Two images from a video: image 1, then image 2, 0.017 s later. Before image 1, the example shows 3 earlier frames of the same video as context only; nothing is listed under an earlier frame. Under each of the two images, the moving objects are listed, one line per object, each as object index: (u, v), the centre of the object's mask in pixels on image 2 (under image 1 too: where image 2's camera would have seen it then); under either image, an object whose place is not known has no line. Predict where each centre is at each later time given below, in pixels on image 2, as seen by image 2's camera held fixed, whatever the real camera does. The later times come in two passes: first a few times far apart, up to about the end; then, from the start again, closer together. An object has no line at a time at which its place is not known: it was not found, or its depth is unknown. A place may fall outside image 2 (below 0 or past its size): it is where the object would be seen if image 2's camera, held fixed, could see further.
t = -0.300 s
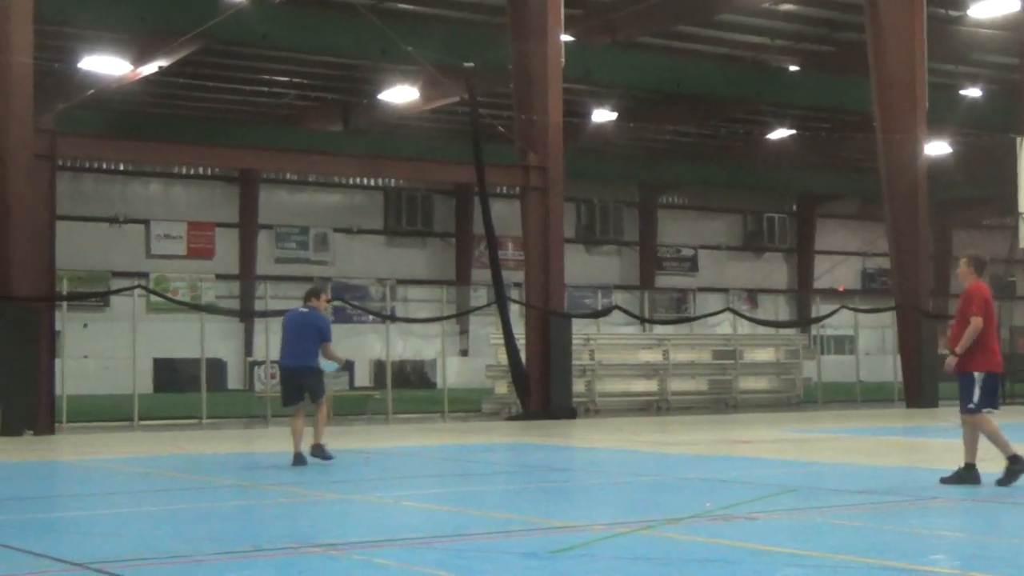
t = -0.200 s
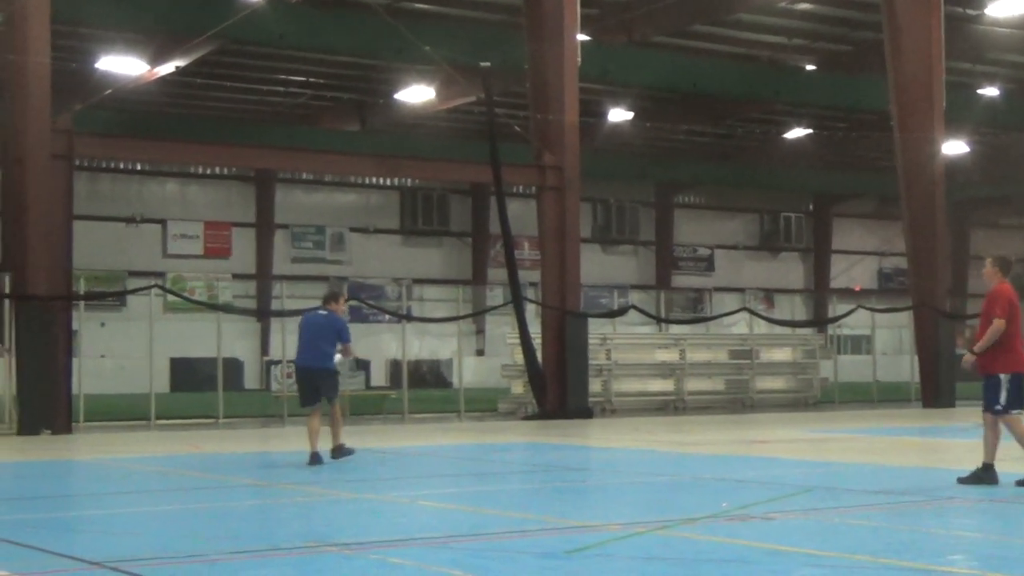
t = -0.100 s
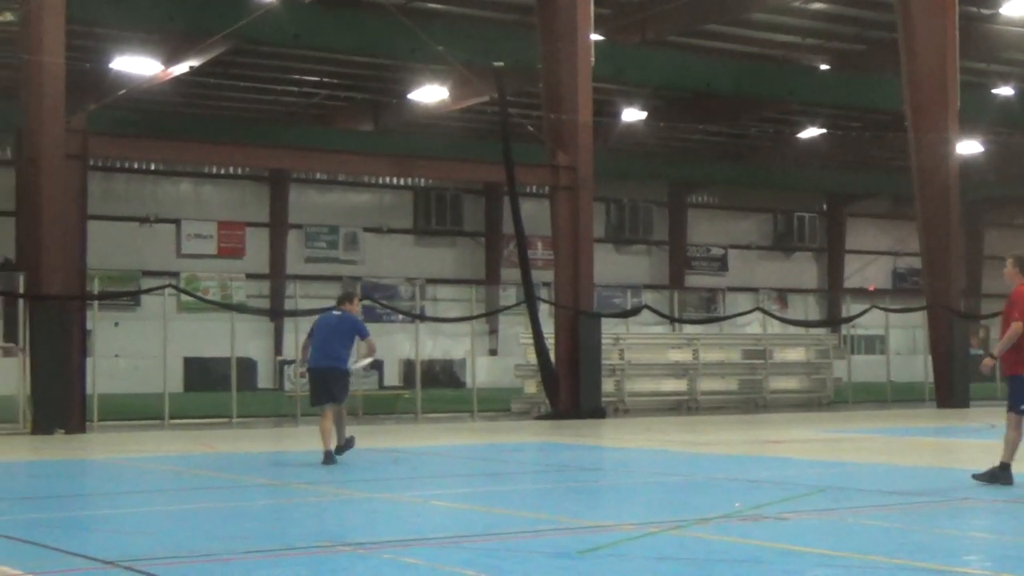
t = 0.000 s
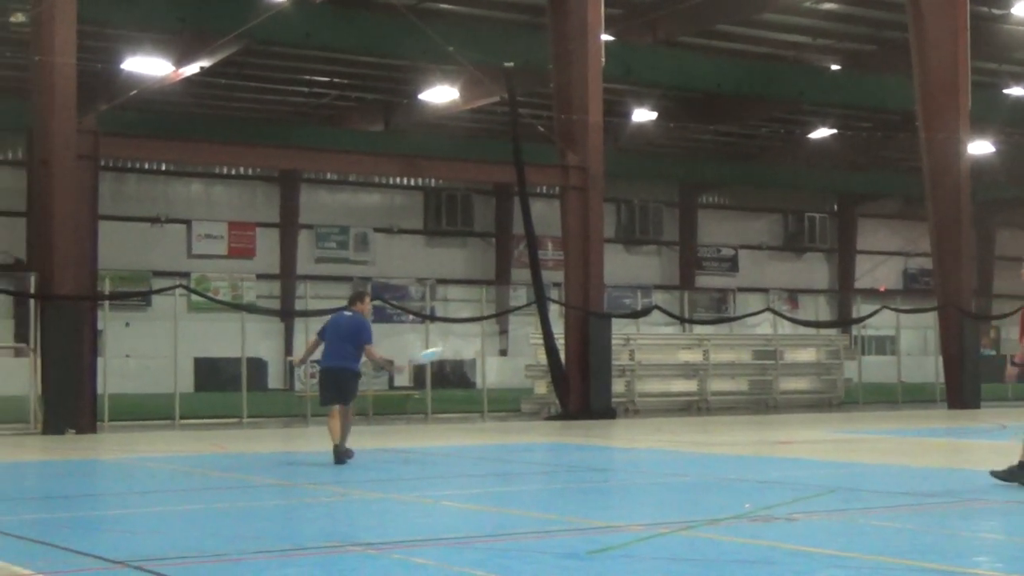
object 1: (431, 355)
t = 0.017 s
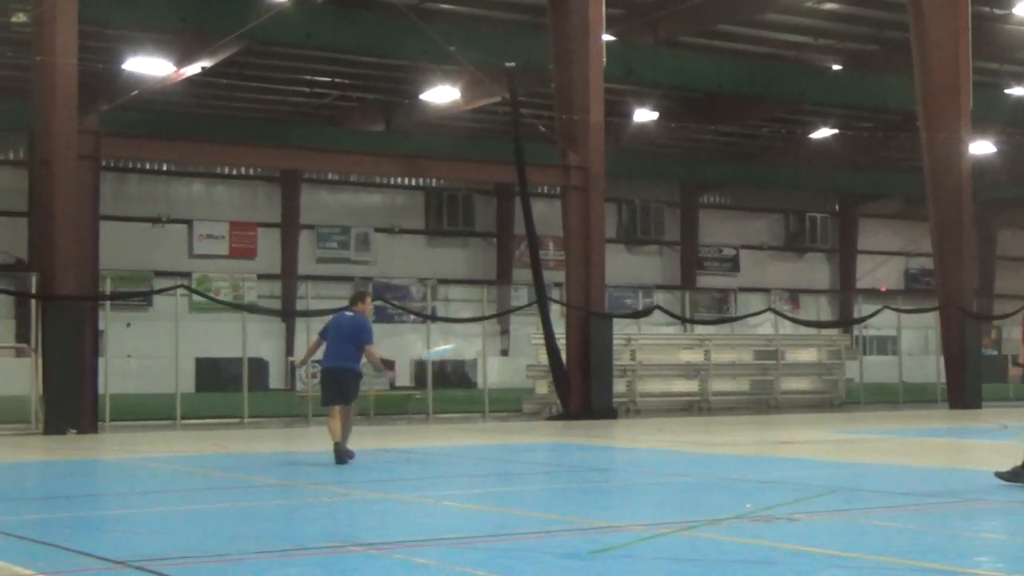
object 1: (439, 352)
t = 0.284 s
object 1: (606, 294)
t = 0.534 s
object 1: (756, 262)
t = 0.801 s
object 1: (911, 248)
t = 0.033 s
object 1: (451, 347)
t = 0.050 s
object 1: (461, 342)
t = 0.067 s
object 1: (473, 338)
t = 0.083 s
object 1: (485, 334)
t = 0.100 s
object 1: (495, 330)
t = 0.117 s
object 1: (504, 326)
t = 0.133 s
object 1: (513, 323)
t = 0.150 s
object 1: (523, 320)
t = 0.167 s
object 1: (535, 315)
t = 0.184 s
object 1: (546, 312)
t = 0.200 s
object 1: (556, 309)
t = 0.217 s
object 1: (566, 306)
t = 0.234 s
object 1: (576, 302)
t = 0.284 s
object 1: (606, 294)
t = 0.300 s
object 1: (617, 291)
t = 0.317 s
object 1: (626, 289)
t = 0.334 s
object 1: (636, 286)
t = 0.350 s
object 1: (647, 283)
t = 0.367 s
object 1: (657, 281)
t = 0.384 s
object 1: (667, 279)
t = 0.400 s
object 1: (676, 276)
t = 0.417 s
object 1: (687, 274)
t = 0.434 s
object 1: (697, 272)
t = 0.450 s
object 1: (707, 270)
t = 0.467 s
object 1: (715, 268)
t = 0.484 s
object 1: (726, 266)
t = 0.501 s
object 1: (736, 265)
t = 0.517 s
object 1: (746, 263)
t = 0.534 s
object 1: (756, 262)
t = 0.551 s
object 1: (765, 260)
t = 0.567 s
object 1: (775, 259)
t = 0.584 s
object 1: (785, 257)
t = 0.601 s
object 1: (794, 256)
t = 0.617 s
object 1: (805, 255)
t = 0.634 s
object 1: (814, 254)
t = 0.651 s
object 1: (823, 253)
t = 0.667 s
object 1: (833, 252)
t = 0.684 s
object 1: (843, 251)
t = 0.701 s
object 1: (854, 250)
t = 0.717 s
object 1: (863, 250)
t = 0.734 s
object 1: (872, 249)
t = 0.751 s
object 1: (881, 249)
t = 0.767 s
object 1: (892, 248)
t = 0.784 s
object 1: (900, 248)
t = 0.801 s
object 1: (911, 248)
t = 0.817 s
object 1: (920, 248)
